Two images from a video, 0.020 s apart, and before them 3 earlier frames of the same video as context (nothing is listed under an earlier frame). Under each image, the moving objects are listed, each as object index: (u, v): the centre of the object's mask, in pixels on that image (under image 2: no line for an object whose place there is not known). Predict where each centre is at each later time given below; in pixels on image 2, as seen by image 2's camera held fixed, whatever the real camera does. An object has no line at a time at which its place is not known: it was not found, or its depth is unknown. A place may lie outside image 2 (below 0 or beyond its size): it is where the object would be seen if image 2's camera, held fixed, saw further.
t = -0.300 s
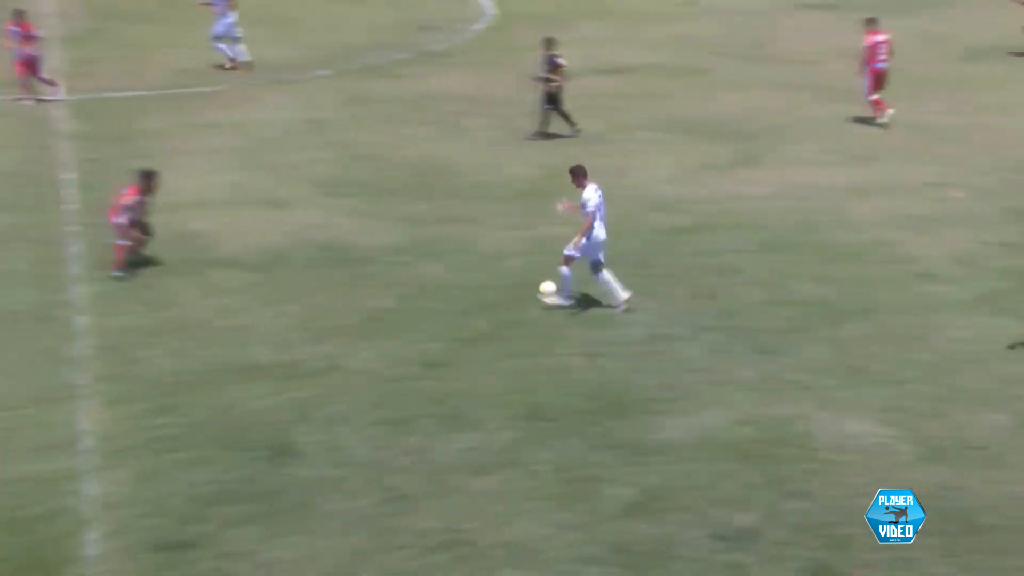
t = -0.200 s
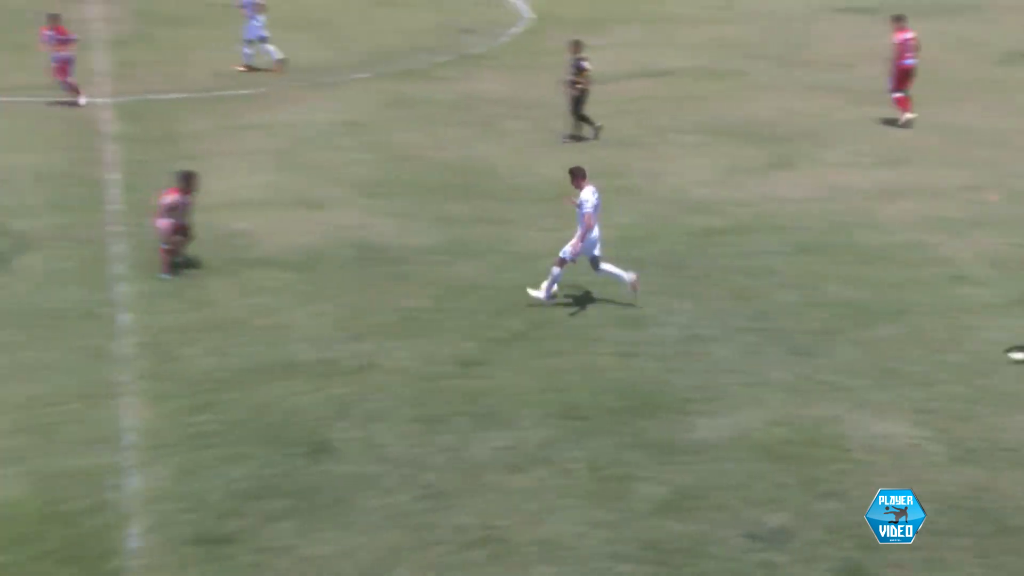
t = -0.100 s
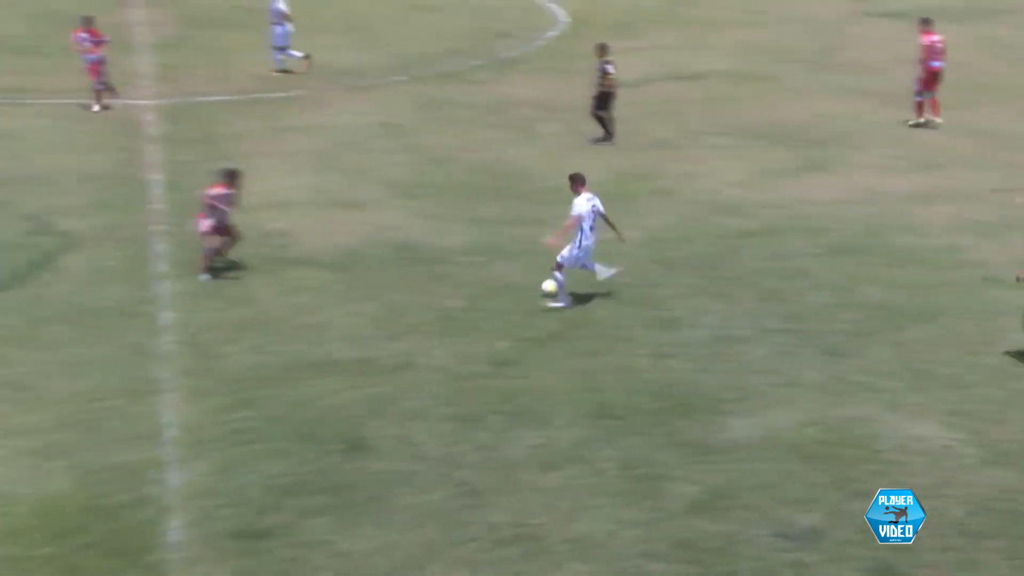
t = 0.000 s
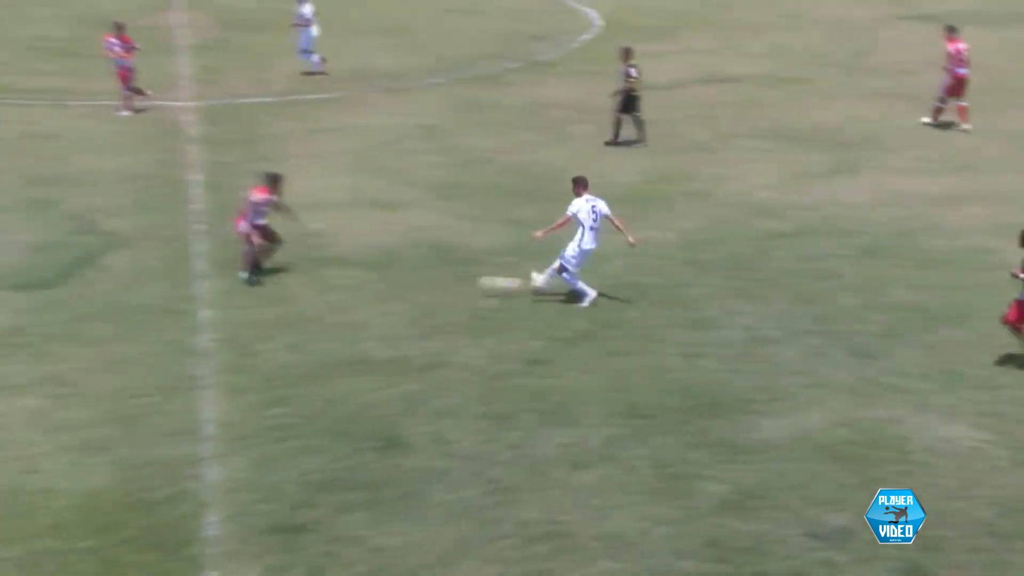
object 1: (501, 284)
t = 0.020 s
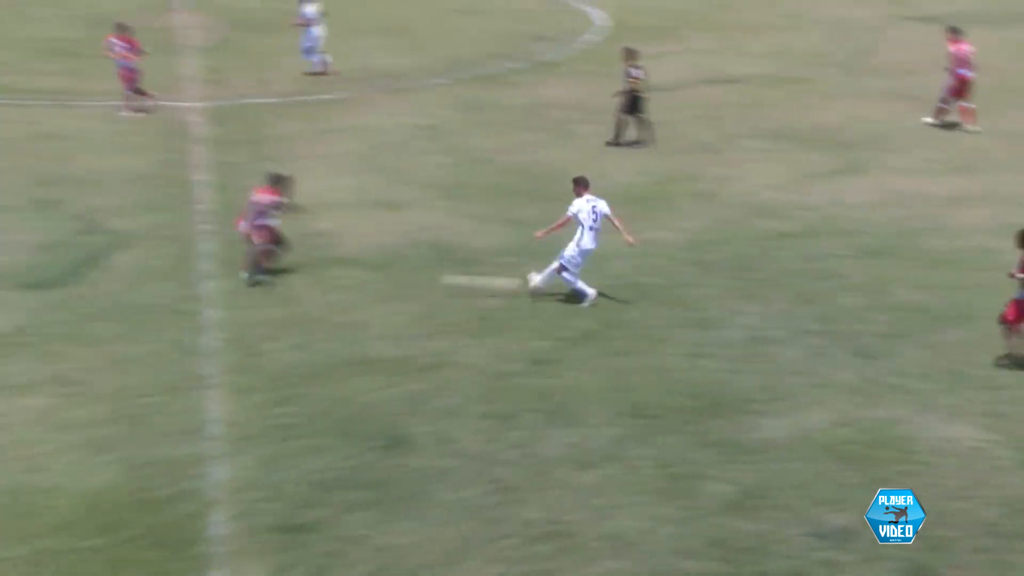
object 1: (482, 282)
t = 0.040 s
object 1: (453, 281)
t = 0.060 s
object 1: (425, 280)
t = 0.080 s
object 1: (385, 279)
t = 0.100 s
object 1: (358, 280)
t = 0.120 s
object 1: (333, 280)
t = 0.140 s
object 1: (308, 281)
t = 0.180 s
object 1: (236, 286)
